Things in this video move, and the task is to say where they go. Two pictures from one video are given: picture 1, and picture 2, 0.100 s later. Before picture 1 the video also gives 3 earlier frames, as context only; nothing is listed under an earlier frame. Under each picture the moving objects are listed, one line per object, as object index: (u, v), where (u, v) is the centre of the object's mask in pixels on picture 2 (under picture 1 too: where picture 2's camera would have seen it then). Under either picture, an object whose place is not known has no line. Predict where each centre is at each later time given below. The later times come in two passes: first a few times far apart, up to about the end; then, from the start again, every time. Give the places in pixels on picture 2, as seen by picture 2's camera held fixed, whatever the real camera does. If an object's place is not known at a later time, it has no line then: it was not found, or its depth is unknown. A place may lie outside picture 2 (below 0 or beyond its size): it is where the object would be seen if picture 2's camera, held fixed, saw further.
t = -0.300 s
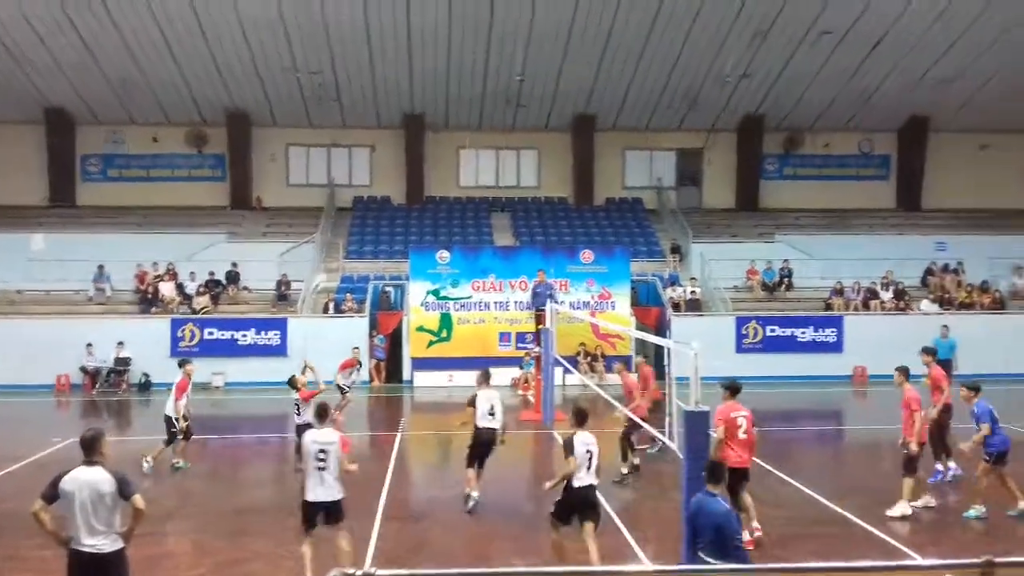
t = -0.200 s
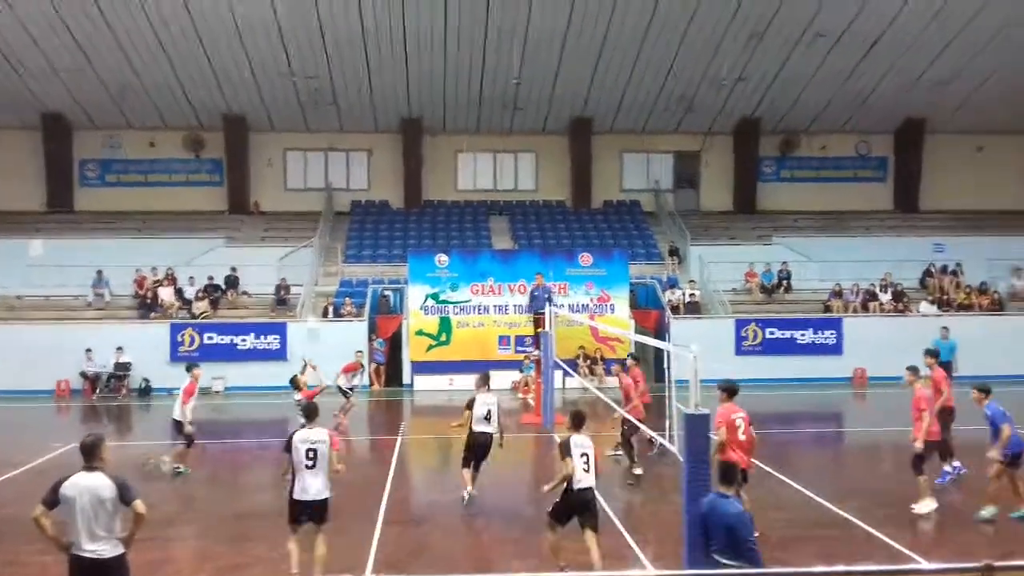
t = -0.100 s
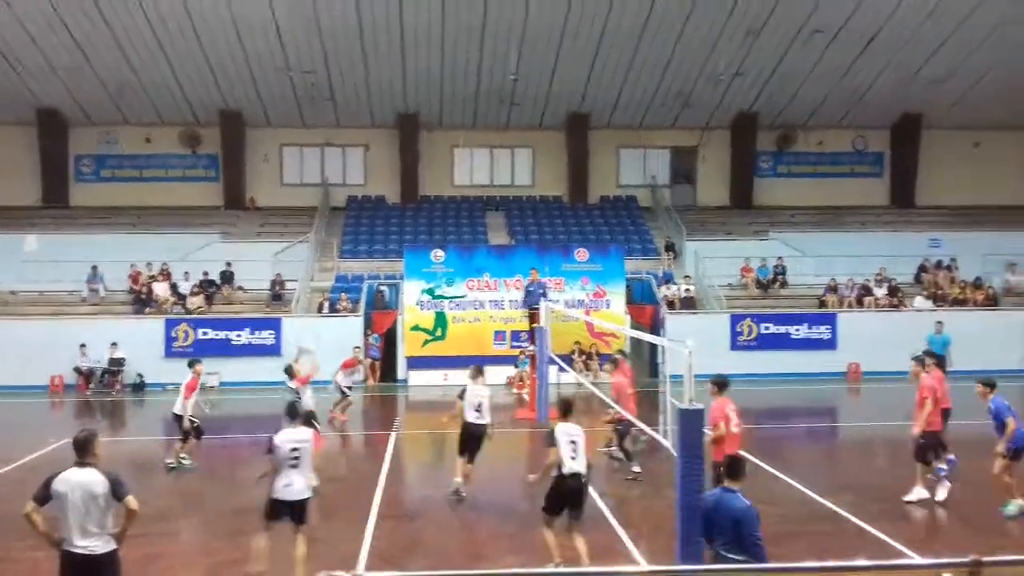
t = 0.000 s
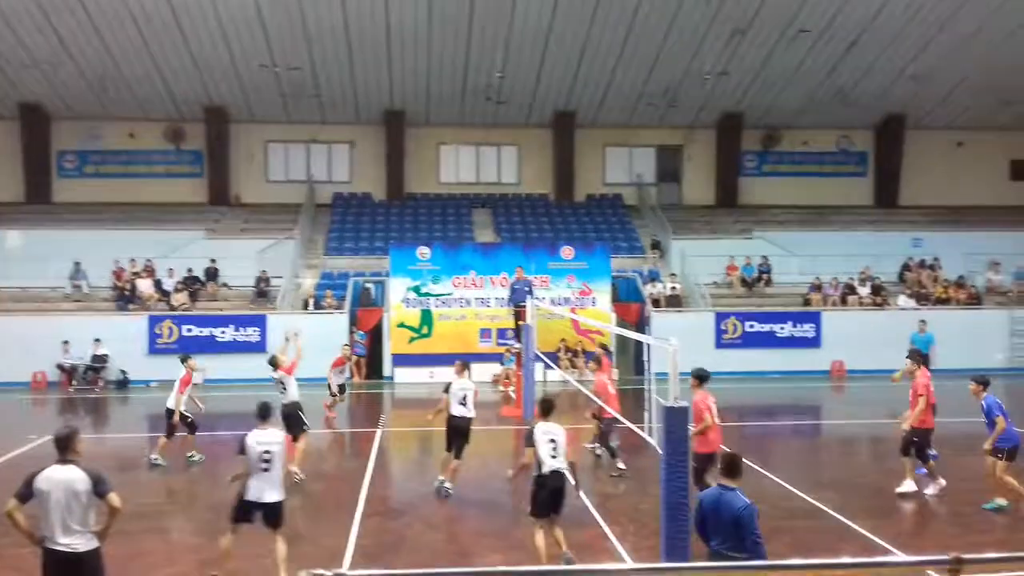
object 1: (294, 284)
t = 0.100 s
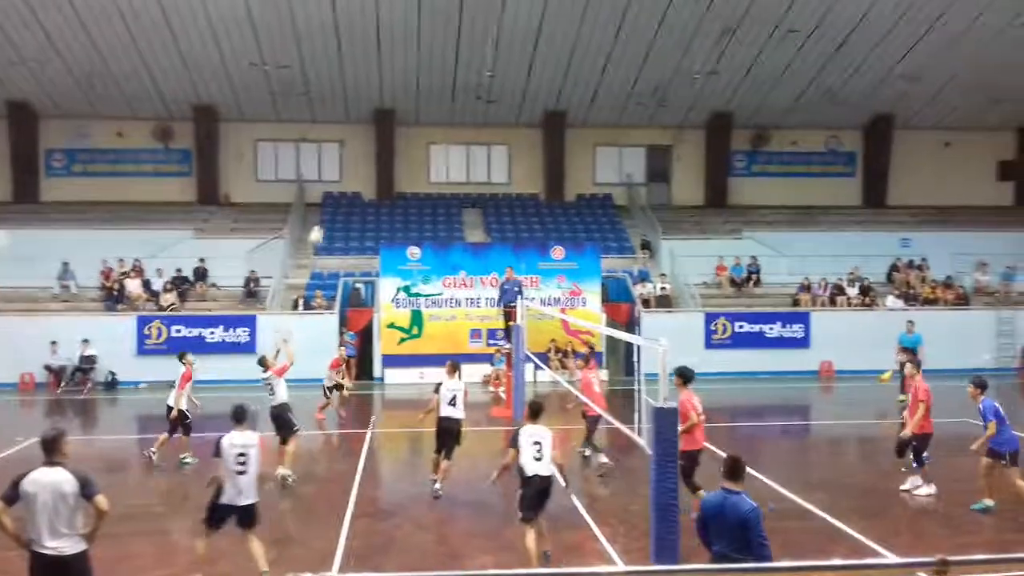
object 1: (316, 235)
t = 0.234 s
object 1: (339, 184)
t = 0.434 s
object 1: (371, 134)
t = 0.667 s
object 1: (406, 111)
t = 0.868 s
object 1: (431, 116)
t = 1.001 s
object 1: (448, 133)
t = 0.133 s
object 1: (322, 221)
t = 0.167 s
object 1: (328, 209)
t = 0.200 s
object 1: (333, 197)
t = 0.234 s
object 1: (339, 184)
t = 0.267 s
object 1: (345, 174)
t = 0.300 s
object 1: (349, 164)
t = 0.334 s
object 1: (355, 155)
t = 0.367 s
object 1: (360, 147)
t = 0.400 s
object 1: (366, 141)
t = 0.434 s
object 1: (371, 134)
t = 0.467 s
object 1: (376, 129)
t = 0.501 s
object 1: (380, 125)
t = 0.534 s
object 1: (386, 120)
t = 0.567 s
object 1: (391, 117)
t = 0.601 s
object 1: (396, 115)
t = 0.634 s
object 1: (401, 113)
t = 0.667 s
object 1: (406, 111)
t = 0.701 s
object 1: (410, 111)
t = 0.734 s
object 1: (414, 110)
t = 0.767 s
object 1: (418, 111)
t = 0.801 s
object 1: (423, 112)
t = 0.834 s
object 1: (427, 114)
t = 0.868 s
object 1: (431, 116)
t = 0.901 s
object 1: (435, 120)
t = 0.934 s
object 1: (439, 124)
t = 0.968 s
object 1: (444, 128)
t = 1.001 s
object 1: (448, 133)
